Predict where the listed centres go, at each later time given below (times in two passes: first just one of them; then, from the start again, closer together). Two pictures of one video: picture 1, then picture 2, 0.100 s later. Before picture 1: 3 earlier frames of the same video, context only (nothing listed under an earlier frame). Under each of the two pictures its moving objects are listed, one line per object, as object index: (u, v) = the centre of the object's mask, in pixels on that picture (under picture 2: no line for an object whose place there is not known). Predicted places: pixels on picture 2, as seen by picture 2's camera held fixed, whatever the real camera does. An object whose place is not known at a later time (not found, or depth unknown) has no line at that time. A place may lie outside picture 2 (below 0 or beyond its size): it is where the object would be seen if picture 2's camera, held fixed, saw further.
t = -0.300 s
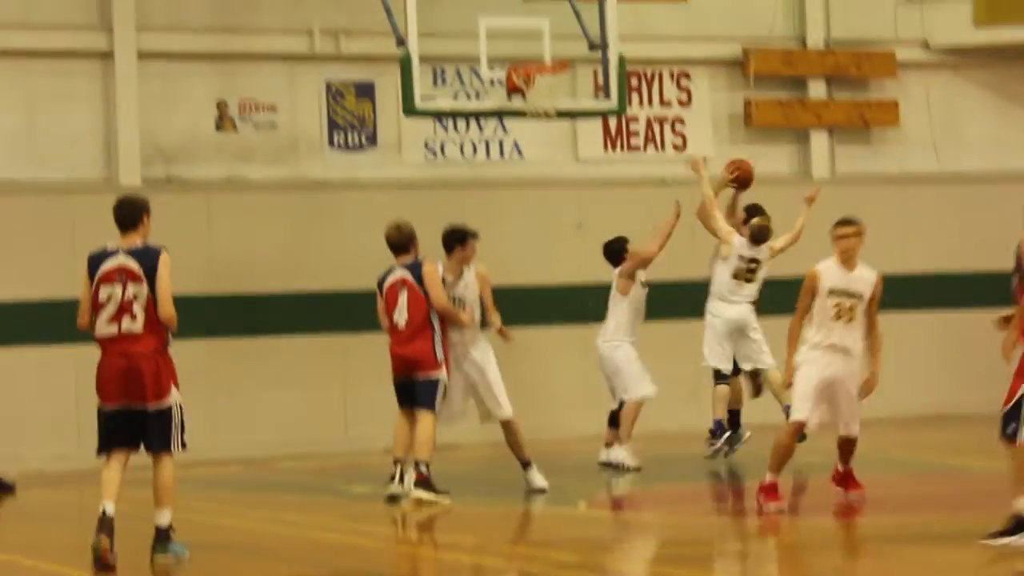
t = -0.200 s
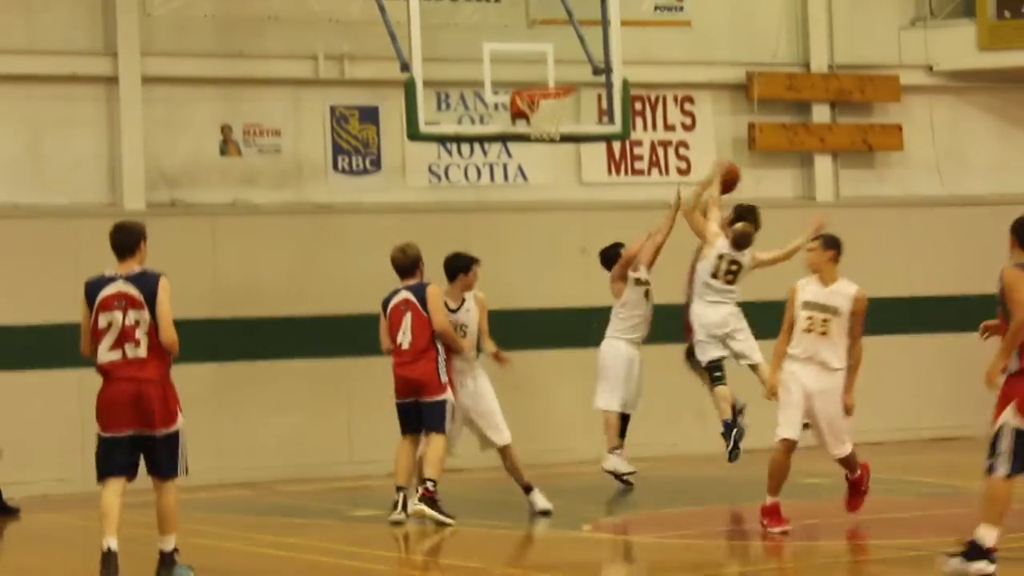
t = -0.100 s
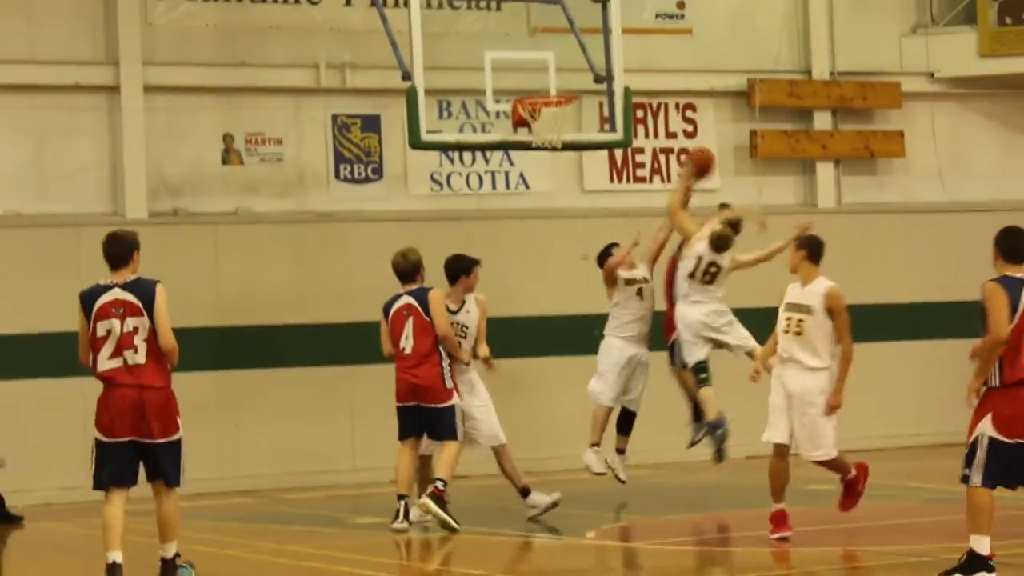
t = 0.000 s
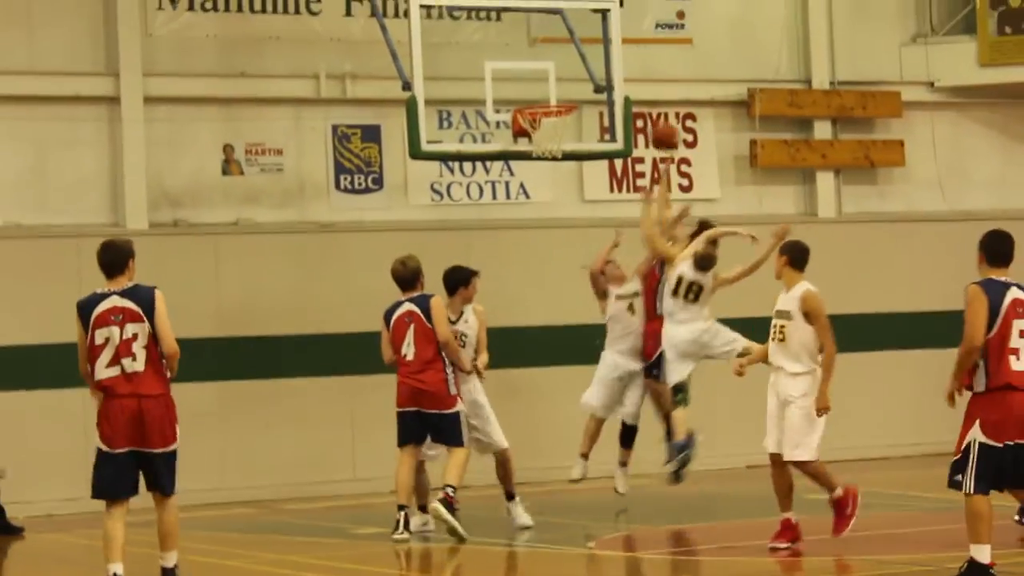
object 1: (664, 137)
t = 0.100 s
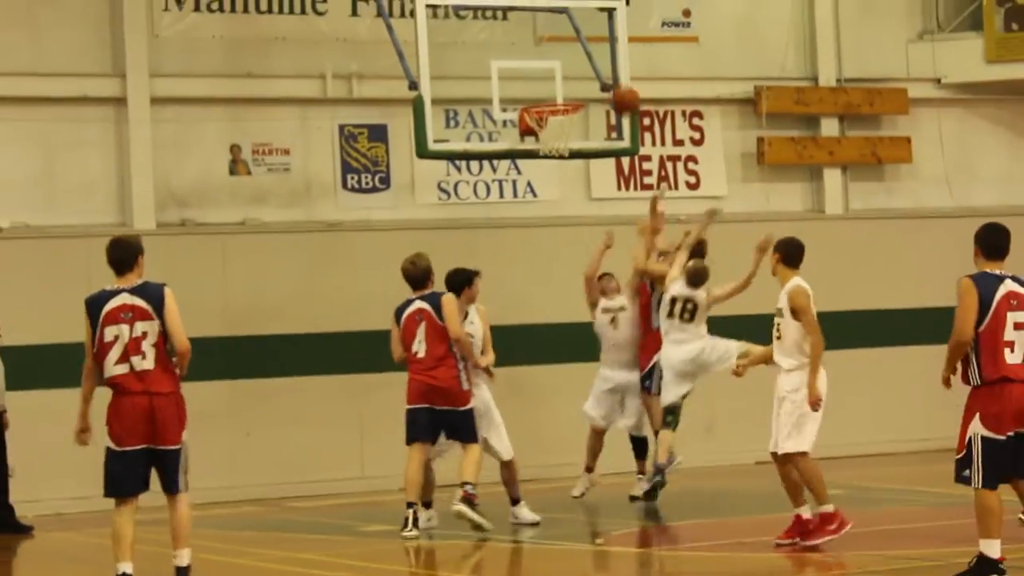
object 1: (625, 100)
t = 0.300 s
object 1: (560, 73)
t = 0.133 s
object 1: (610, 92)
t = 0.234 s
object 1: (566, 75)
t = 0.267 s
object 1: (563, 73)
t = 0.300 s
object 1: (560, 73)
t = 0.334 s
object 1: (558, 74)
